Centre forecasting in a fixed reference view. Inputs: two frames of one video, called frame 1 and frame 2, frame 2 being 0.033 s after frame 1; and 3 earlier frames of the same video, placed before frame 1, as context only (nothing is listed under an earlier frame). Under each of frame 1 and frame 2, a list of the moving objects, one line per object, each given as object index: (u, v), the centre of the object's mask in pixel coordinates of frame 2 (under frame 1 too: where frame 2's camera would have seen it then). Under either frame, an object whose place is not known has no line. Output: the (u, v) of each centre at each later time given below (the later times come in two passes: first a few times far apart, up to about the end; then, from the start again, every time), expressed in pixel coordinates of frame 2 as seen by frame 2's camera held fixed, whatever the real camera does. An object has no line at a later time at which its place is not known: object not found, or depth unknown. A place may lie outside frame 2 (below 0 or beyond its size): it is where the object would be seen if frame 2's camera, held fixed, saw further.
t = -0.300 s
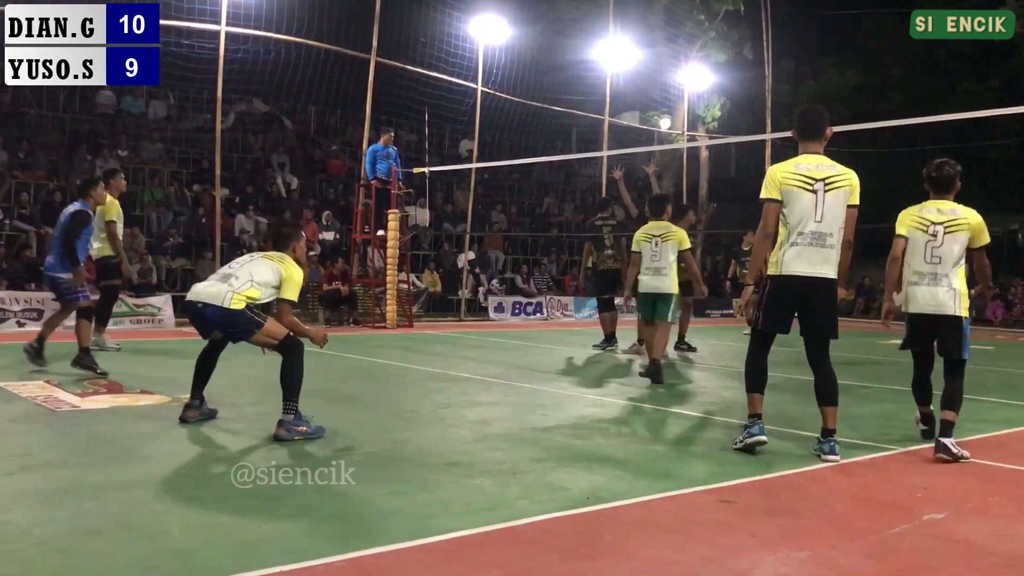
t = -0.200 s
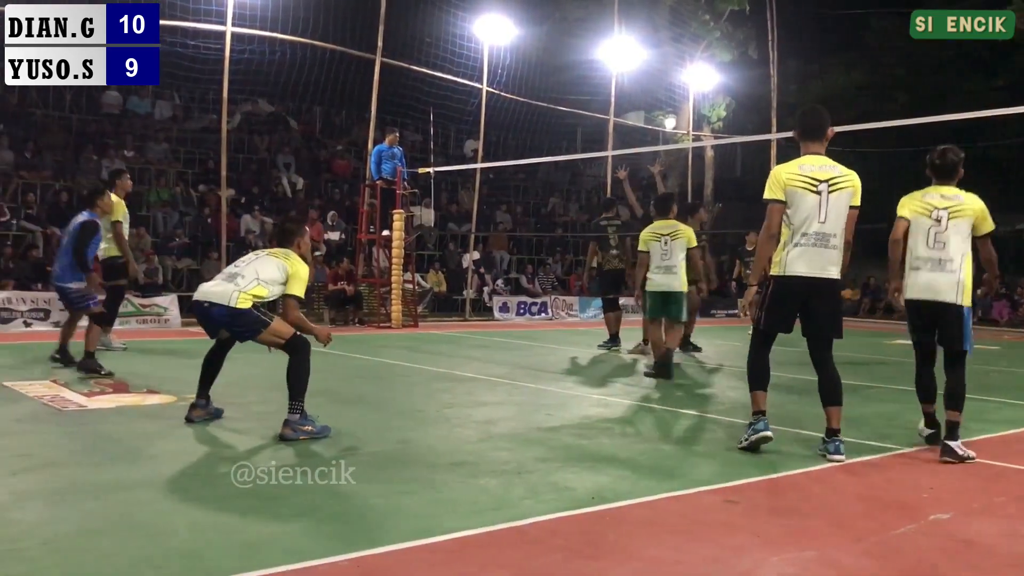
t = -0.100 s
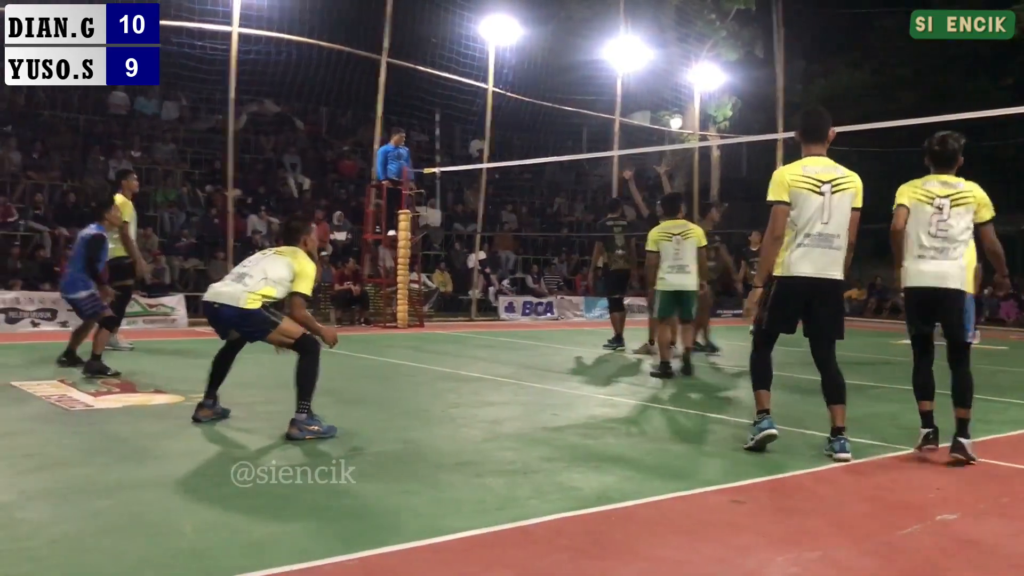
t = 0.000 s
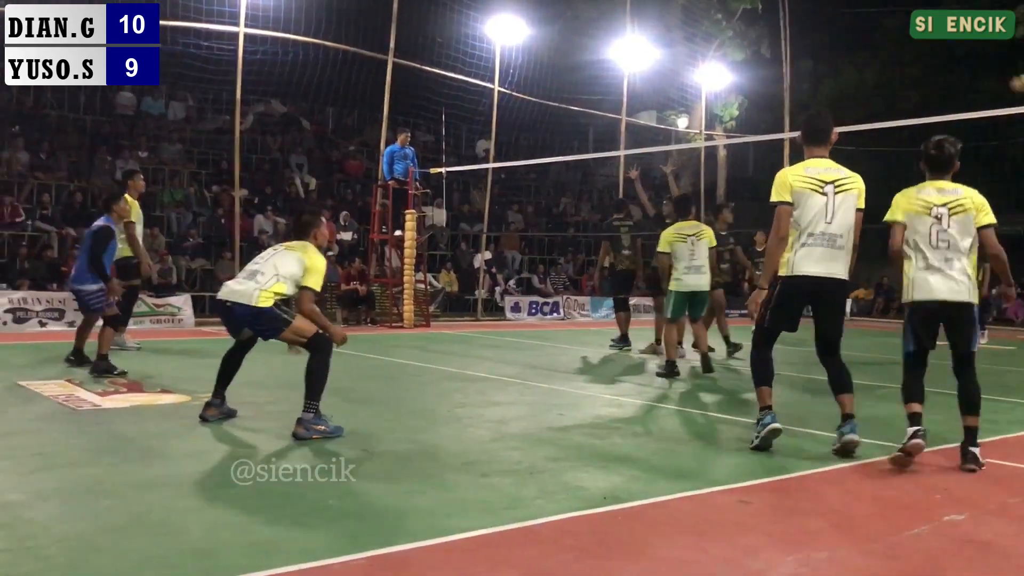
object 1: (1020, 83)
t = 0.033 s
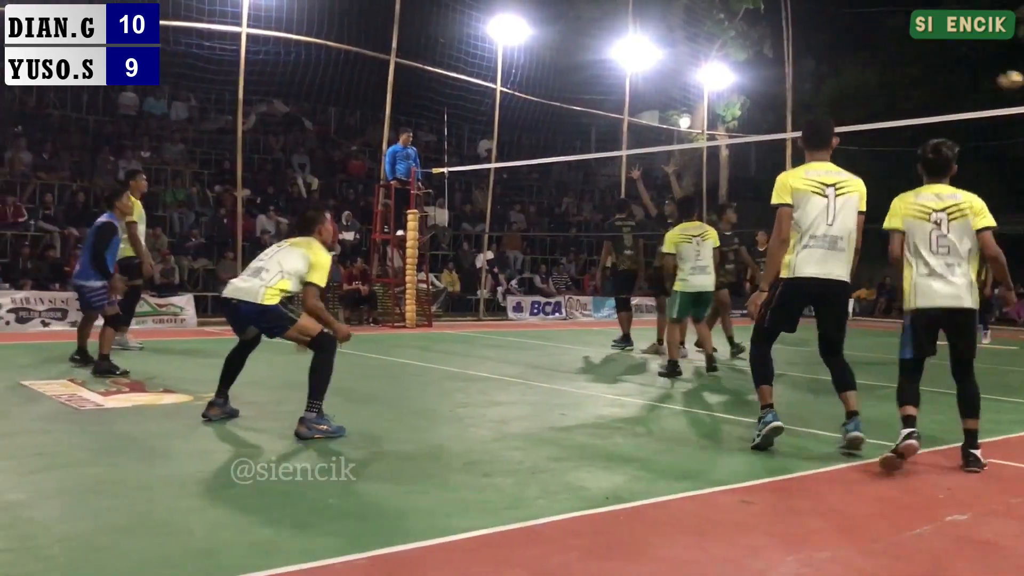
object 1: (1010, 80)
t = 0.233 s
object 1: (903, 83)
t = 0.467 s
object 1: (739, 156)
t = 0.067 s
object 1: (994, 78)
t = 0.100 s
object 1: (978, 76)
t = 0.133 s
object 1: (960, 77)
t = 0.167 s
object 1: (942, 77)
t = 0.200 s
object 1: (923, 79)
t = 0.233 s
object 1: (903, 83)
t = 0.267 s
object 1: (884, 88)
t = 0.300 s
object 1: (863, 95)
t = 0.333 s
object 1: (841, 103)
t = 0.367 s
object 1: (819, 113)
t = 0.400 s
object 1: (795, 123)
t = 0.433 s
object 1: (768, 139)
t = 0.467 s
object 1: (739, 156)
